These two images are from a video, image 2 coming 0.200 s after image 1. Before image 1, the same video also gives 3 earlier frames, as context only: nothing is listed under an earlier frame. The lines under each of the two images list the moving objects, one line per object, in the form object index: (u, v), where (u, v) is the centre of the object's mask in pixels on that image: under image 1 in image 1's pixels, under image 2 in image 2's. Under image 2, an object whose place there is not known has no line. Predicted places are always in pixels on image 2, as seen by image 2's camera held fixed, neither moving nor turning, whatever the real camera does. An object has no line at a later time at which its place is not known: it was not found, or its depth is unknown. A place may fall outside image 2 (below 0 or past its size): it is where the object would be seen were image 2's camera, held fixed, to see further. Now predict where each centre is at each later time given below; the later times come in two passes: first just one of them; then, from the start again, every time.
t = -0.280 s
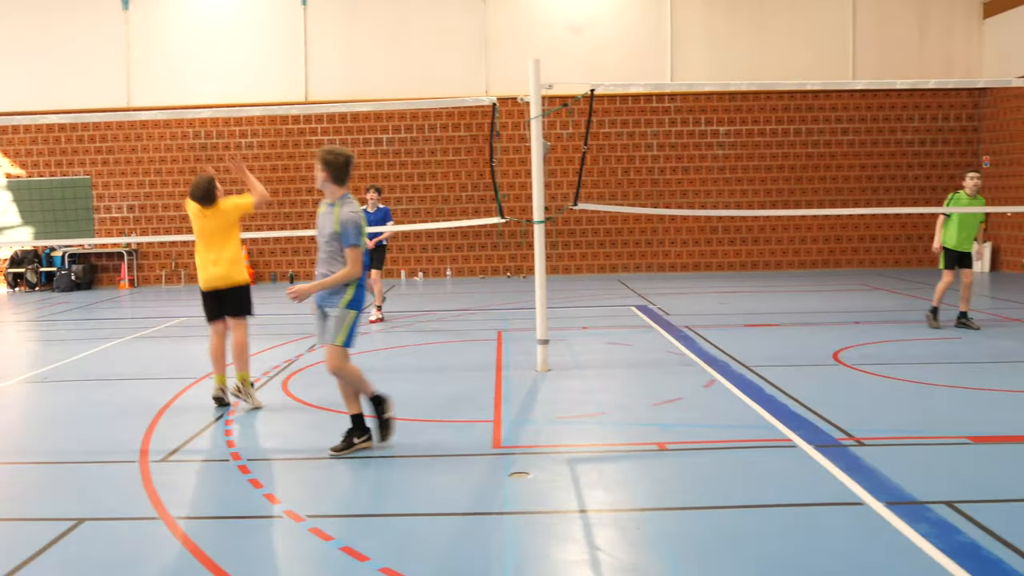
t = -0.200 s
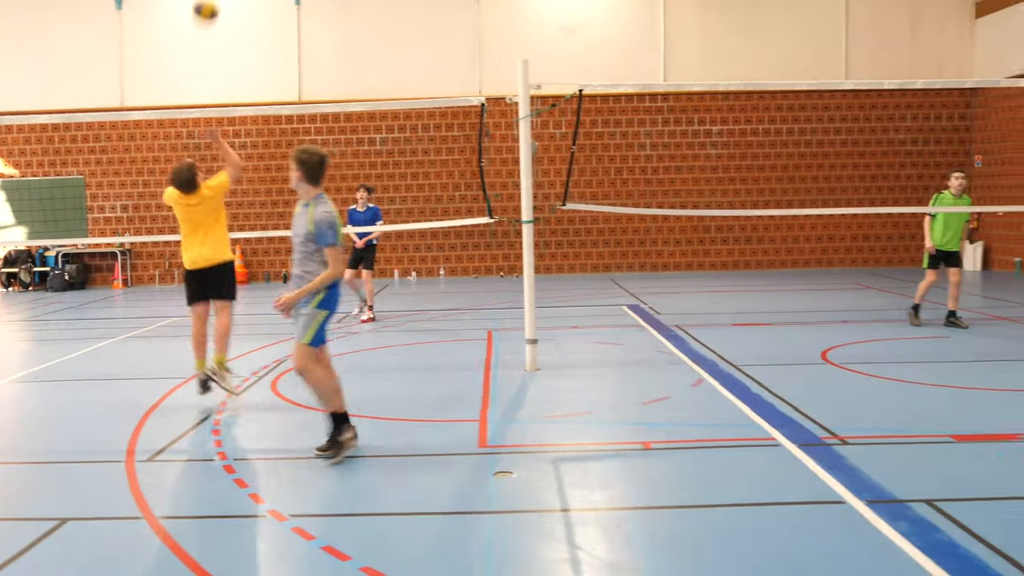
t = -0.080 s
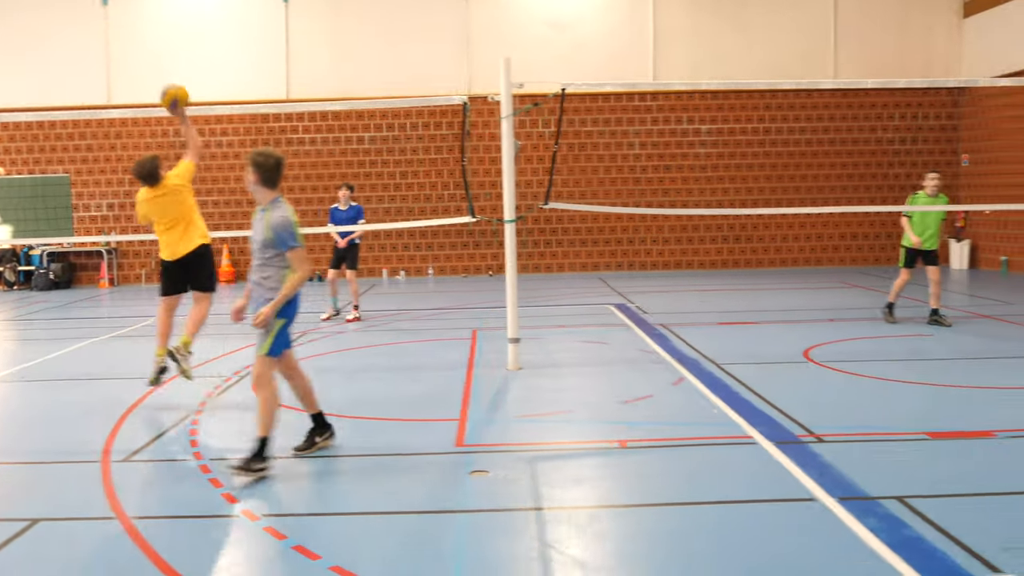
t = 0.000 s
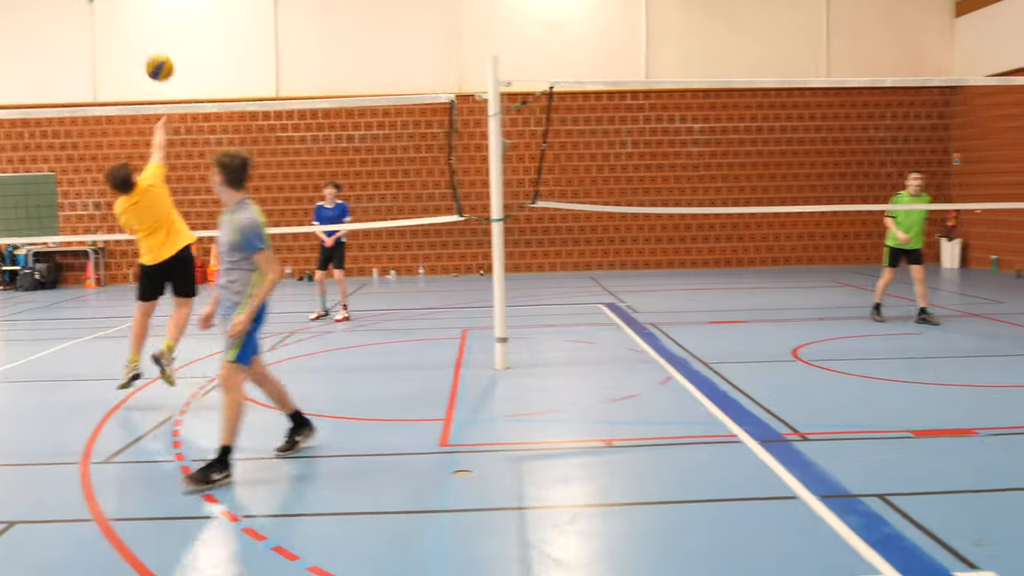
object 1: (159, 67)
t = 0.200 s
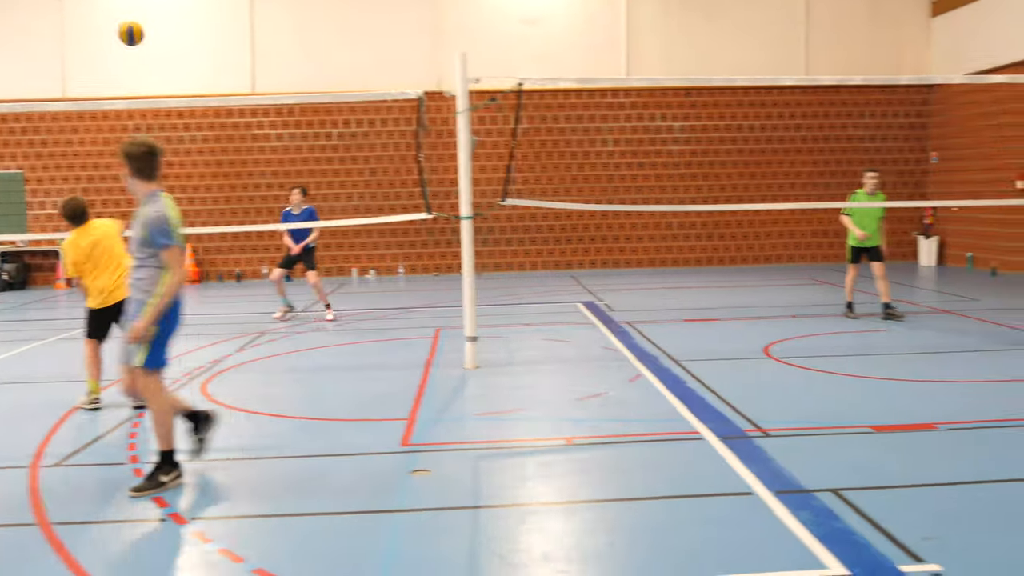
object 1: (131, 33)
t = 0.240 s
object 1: (131, 34)
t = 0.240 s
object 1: (131, 34)
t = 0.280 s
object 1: (129, 36)
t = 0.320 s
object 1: (130, 40)
